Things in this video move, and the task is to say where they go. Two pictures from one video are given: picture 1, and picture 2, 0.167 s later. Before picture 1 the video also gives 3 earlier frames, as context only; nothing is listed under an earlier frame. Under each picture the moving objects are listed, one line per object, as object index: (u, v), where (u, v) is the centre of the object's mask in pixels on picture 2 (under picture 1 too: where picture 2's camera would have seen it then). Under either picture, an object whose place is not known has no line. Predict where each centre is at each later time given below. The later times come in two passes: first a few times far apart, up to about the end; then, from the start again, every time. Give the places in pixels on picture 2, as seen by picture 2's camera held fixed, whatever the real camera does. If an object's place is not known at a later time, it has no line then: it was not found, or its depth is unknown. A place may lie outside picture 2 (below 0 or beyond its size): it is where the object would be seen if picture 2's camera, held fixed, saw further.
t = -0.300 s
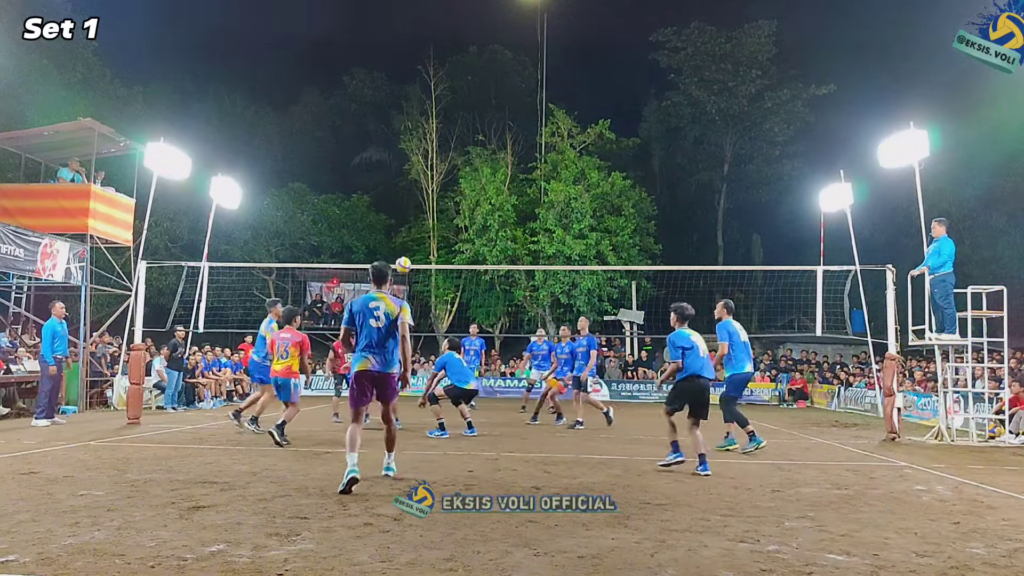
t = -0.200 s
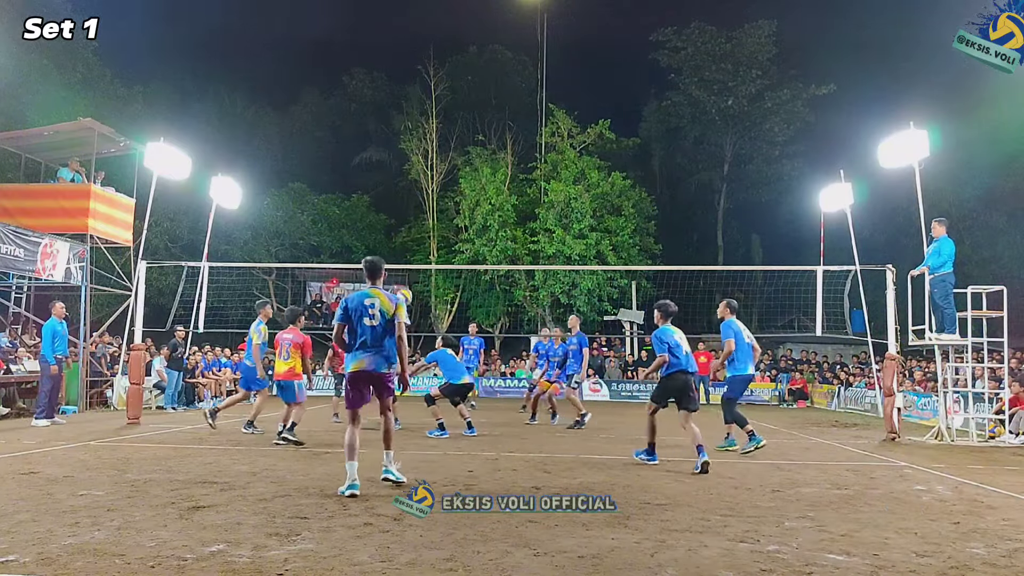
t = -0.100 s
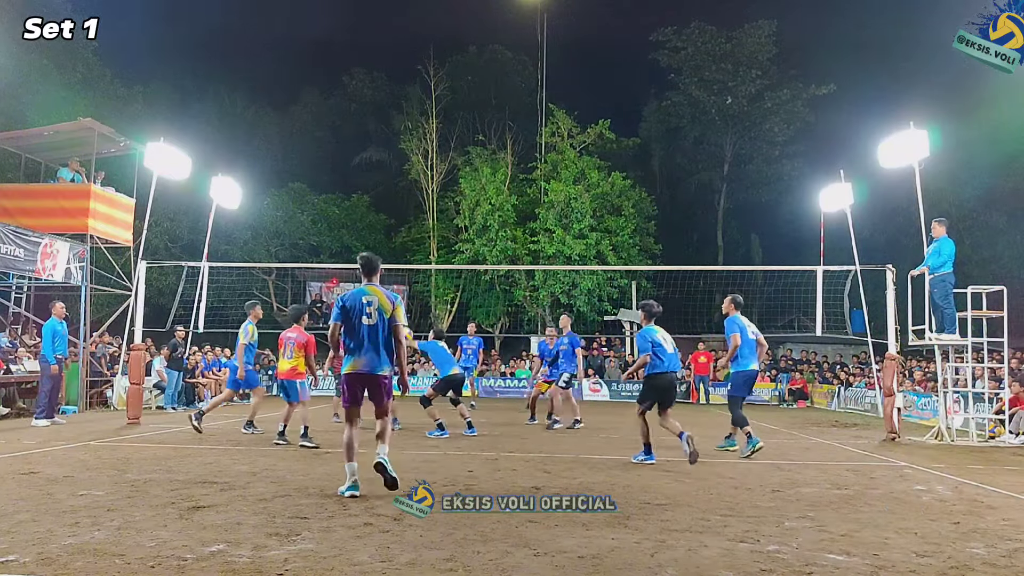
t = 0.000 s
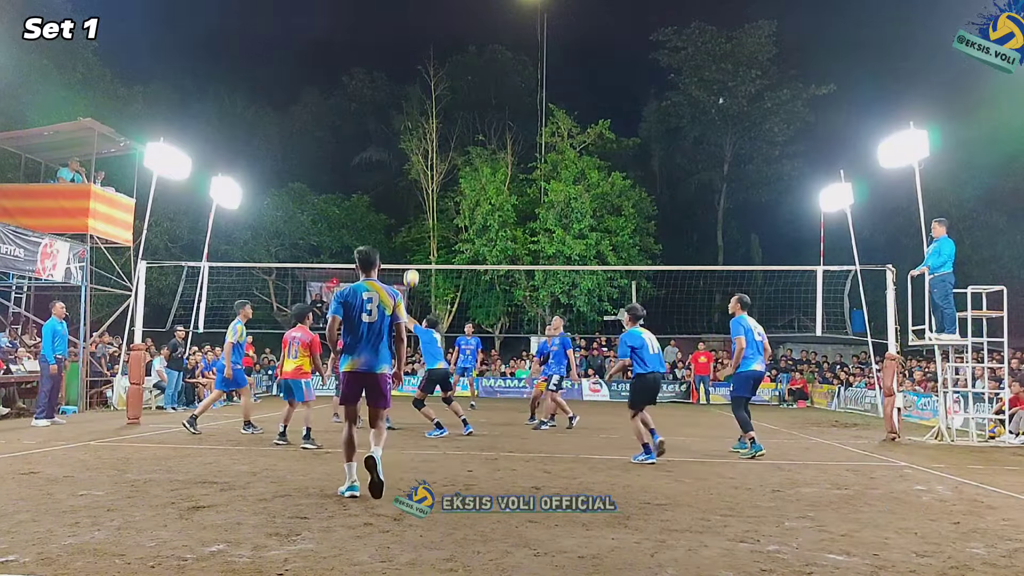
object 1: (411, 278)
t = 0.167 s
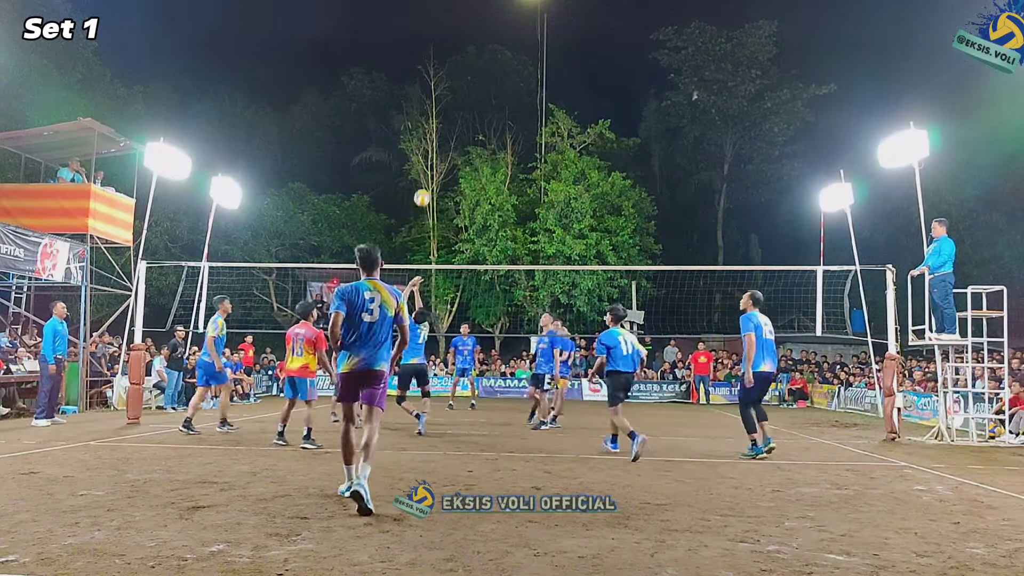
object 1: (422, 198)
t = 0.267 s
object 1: (428, 160)
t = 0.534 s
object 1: (445, 94)
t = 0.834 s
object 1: (462, 80)
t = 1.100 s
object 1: (476, 117)
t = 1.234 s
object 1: (482, 153)
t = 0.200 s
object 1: (424, 184)
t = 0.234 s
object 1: (427, 171)
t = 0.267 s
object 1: (428, 160)
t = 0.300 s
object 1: (431, 149)
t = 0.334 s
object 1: (433, 139)
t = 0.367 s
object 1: (435, 130)
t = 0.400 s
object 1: (437, 121)
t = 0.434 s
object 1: (439, 113)
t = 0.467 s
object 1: (441, 106)
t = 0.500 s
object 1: (443, 100)
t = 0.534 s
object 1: (445, 94)
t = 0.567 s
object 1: (447, 90)
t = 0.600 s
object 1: (449, 86)
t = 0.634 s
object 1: (451, 83)
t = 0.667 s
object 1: (453, 80)
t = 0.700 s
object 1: (455, 79)
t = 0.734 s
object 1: (456, 78)
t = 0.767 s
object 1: (458, 78)
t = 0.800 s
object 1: (460, 78)
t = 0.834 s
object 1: (462, 80)
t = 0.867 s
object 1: (464, 82)
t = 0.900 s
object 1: (466, 85)
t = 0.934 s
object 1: (467, 88)
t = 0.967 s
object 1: (469, 92)
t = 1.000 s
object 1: (471, 97)
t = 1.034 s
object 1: (472, 103)
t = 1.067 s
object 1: (474, 110)
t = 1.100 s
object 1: (476, 117)
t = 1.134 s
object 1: (477, 125)
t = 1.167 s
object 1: (479, 133)
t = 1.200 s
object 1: (481, 142)
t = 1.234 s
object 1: (482, 153)
